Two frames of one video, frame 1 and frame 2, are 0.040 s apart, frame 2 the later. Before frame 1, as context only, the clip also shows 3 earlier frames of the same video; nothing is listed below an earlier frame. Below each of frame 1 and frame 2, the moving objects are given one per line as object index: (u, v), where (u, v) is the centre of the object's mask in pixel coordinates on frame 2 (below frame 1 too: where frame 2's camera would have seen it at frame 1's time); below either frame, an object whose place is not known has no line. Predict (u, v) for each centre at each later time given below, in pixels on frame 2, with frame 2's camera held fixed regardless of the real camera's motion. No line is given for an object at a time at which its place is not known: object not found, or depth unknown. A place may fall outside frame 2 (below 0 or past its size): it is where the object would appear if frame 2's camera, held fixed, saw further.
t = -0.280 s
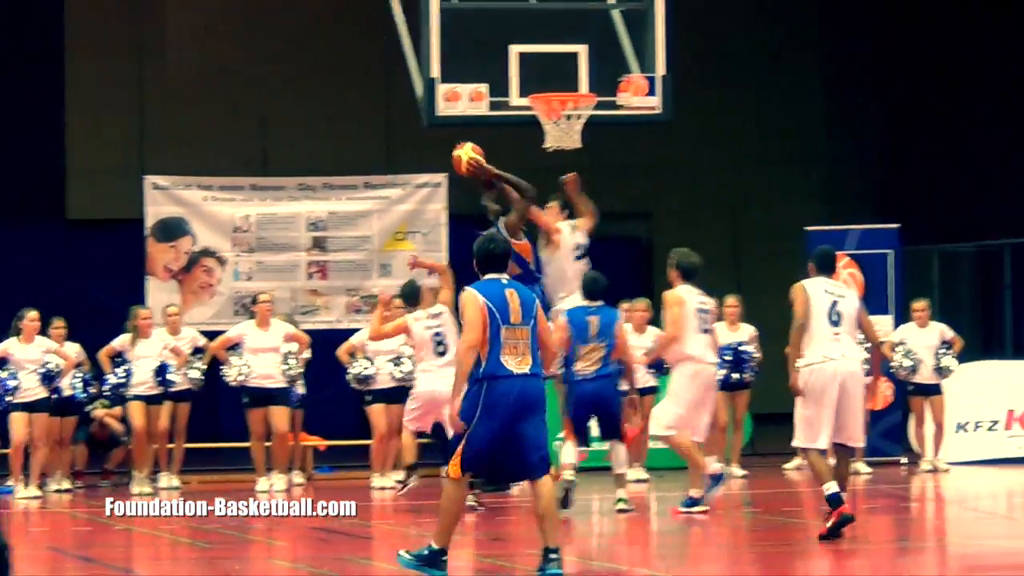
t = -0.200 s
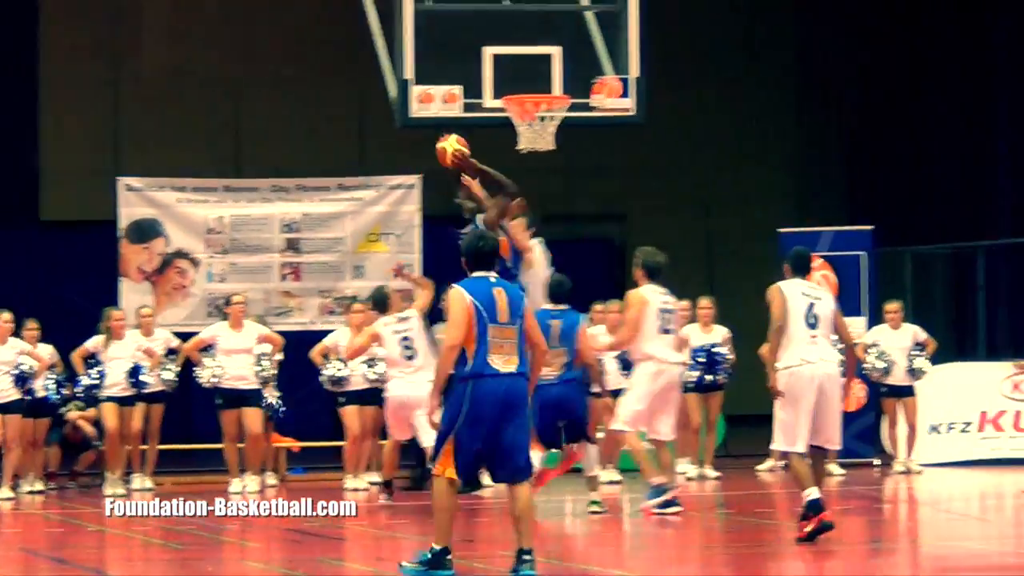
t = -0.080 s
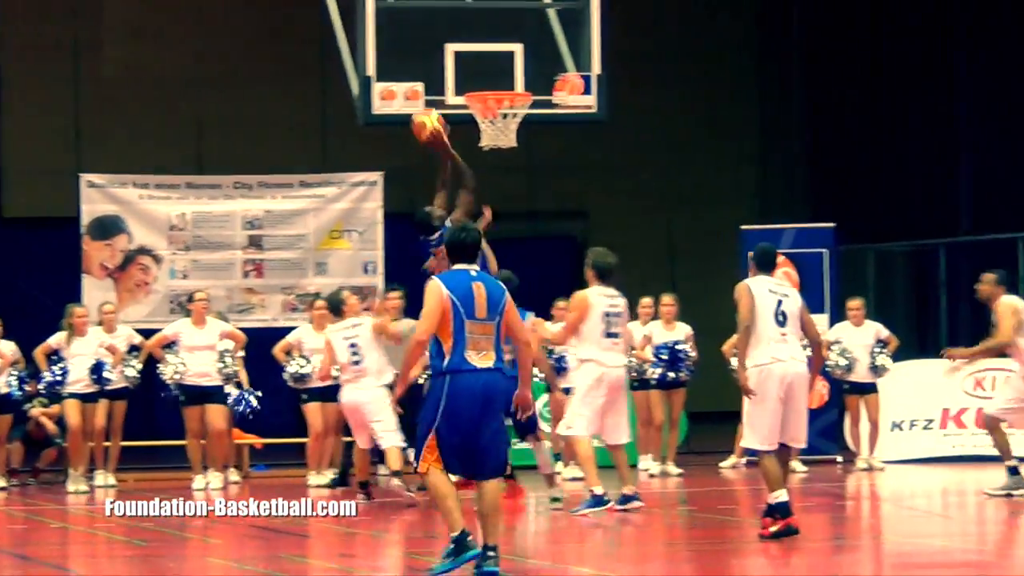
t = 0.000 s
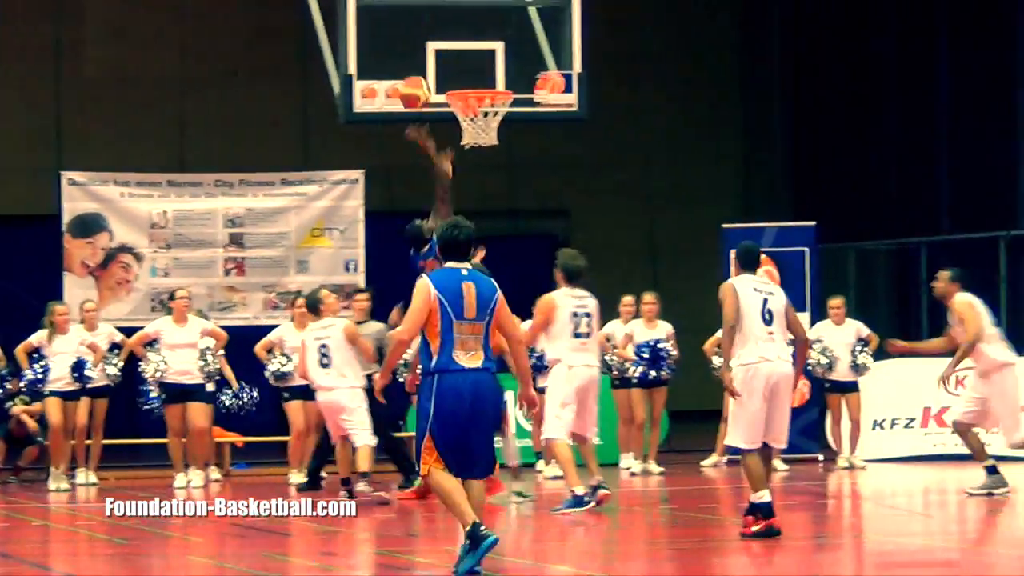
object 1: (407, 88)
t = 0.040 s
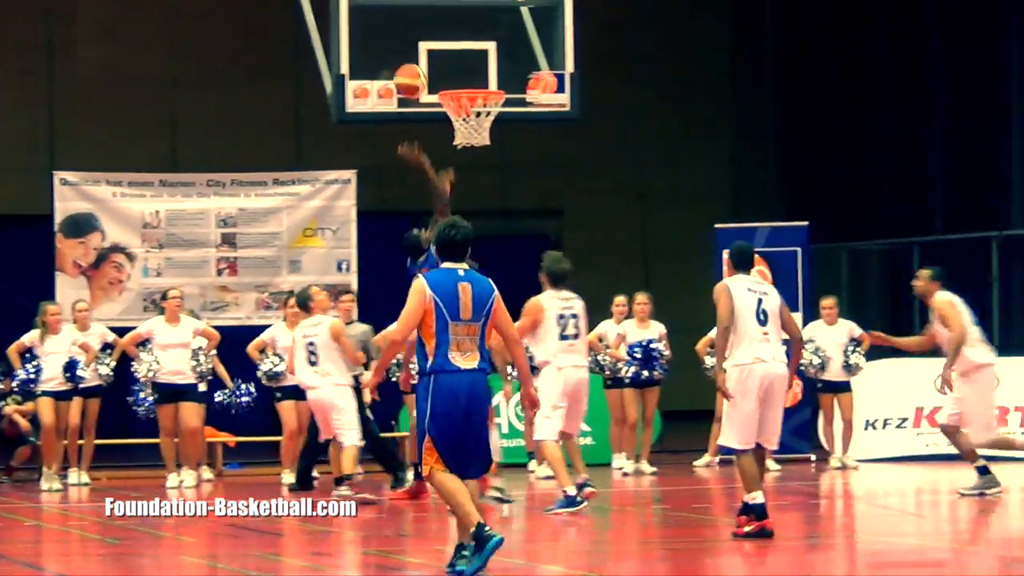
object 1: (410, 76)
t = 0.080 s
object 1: (414, 67)
